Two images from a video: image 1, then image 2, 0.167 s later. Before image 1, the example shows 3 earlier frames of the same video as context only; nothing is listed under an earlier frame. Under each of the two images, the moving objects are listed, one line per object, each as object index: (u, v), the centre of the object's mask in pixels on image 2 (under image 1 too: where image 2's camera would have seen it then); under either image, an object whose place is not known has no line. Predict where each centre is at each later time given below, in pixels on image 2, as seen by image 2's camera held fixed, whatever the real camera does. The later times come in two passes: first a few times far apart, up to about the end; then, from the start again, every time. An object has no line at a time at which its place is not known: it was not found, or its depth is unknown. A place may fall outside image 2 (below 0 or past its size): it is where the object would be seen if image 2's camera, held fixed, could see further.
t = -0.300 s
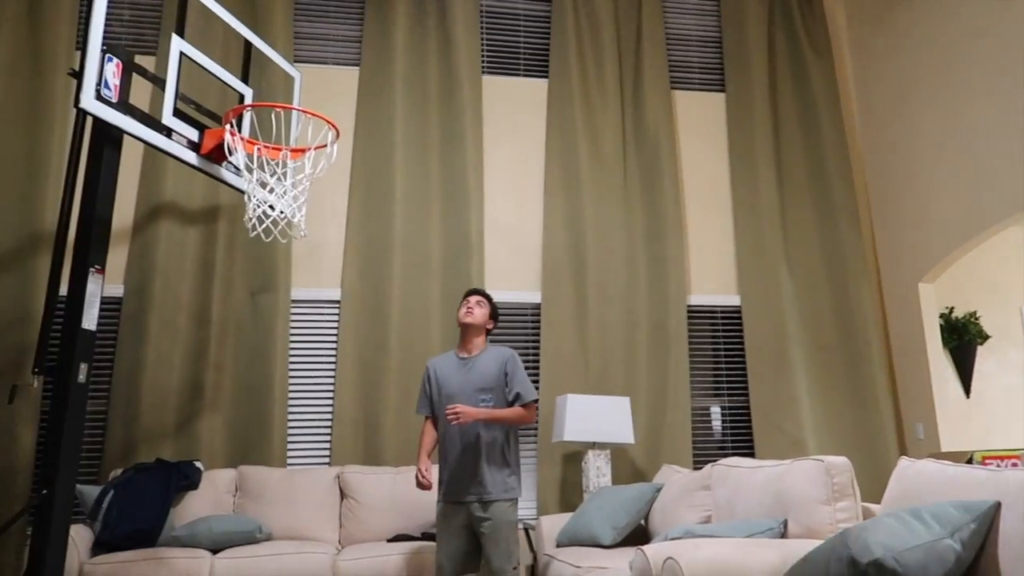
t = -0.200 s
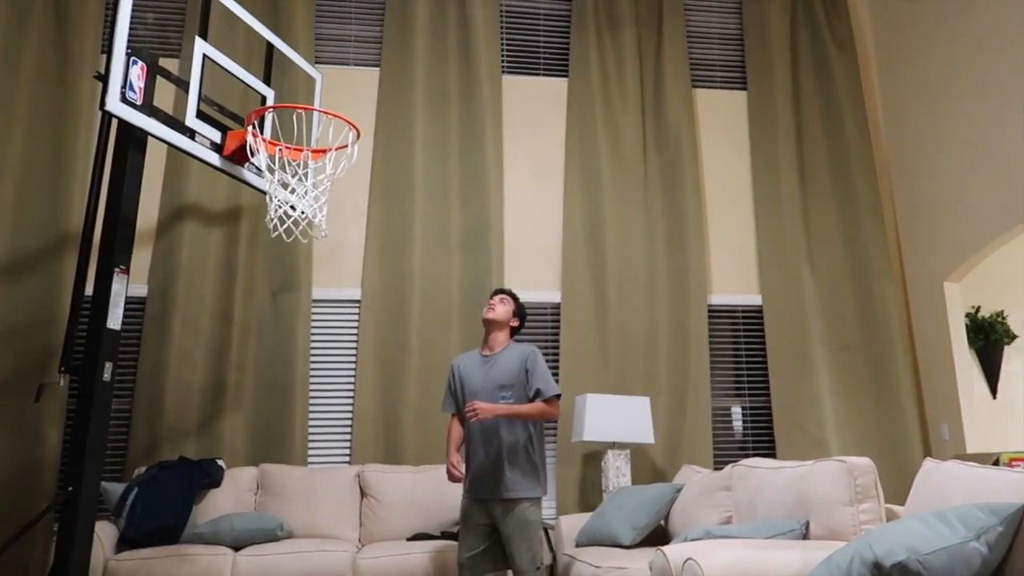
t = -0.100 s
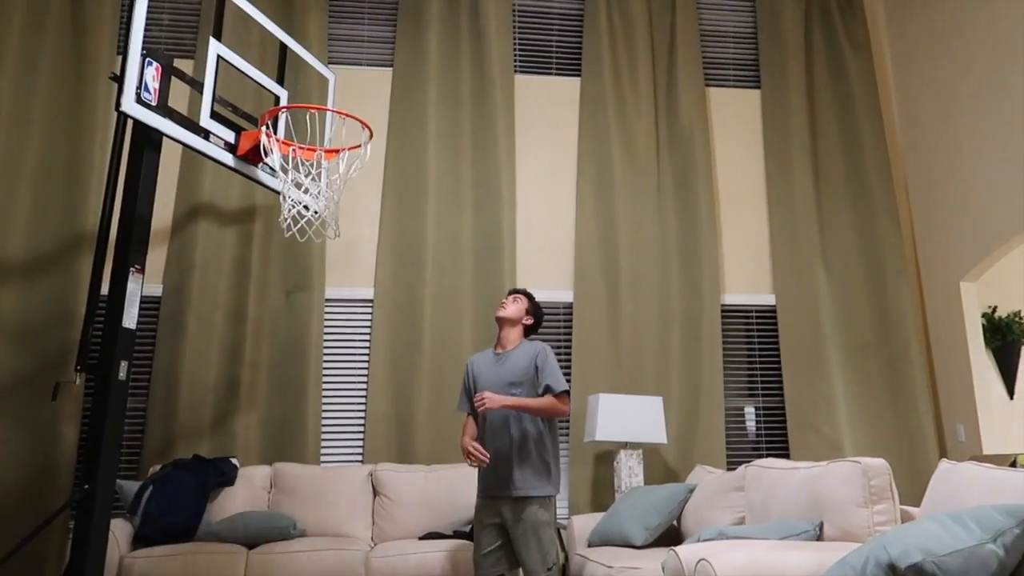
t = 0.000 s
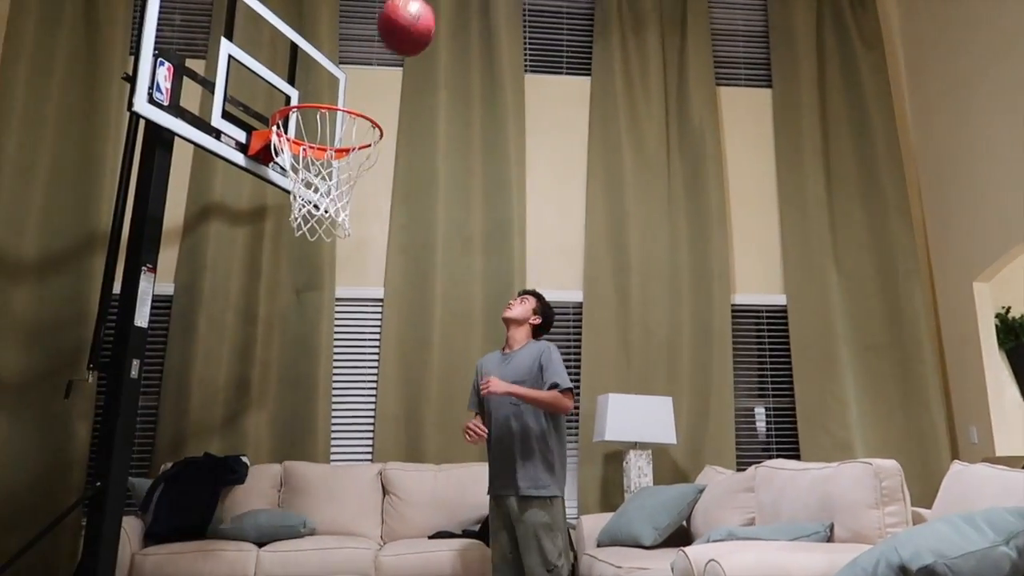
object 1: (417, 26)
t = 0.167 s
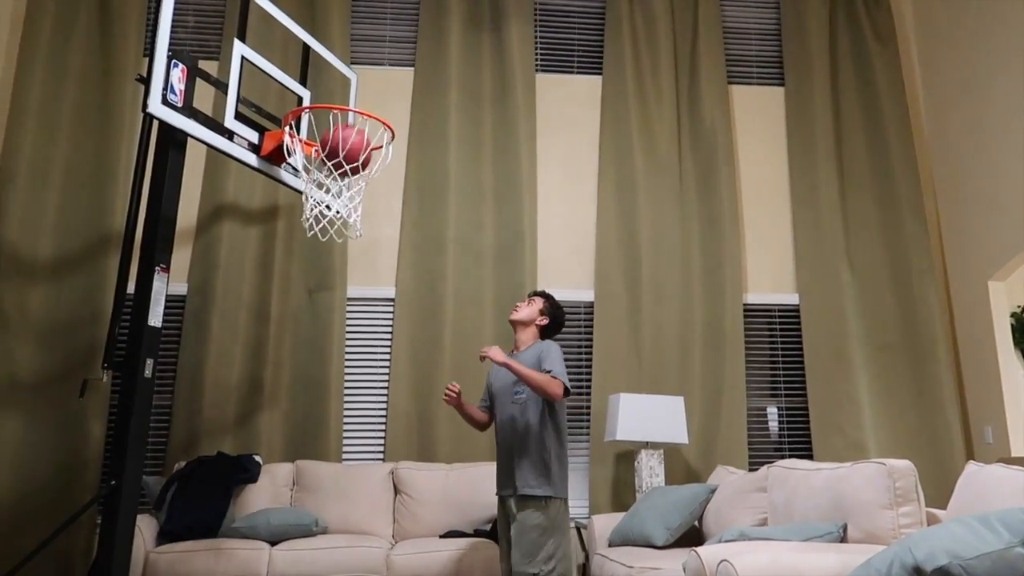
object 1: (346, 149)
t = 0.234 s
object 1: (315, 179)
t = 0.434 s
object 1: (261, 241)
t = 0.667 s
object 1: (182, 440)
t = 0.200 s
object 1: (331, 168)
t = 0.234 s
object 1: (315, 179)
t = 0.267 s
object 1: (305, 191)
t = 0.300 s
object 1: (298, 201)
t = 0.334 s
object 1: (287, 204)
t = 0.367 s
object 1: (280, 214)
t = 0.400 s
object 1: (270, 226)
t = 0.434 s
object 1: (261, 241)
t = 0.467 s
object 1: (251, 259)
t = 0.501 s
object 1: (241, 279)
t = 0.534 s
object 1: (231, 305)
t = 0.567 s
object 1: (220, 332)
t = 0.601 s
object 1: (208, 364)
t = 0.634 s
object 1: (196, 399)
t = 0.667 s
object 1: (182, 440)
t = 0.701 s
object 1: (169, 485)
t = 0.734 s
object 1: (154, 533)
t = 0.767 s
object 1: (141, 568)
